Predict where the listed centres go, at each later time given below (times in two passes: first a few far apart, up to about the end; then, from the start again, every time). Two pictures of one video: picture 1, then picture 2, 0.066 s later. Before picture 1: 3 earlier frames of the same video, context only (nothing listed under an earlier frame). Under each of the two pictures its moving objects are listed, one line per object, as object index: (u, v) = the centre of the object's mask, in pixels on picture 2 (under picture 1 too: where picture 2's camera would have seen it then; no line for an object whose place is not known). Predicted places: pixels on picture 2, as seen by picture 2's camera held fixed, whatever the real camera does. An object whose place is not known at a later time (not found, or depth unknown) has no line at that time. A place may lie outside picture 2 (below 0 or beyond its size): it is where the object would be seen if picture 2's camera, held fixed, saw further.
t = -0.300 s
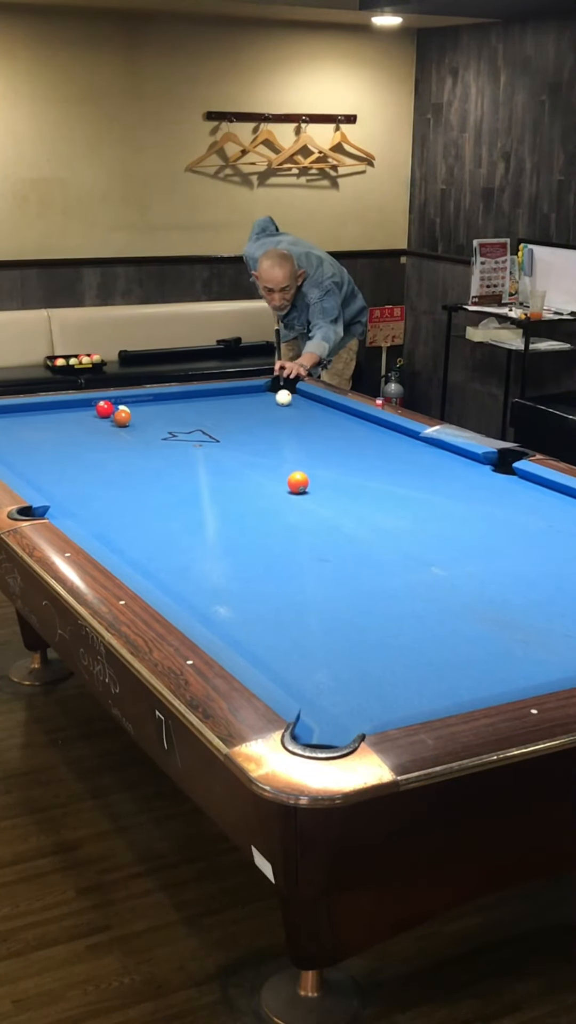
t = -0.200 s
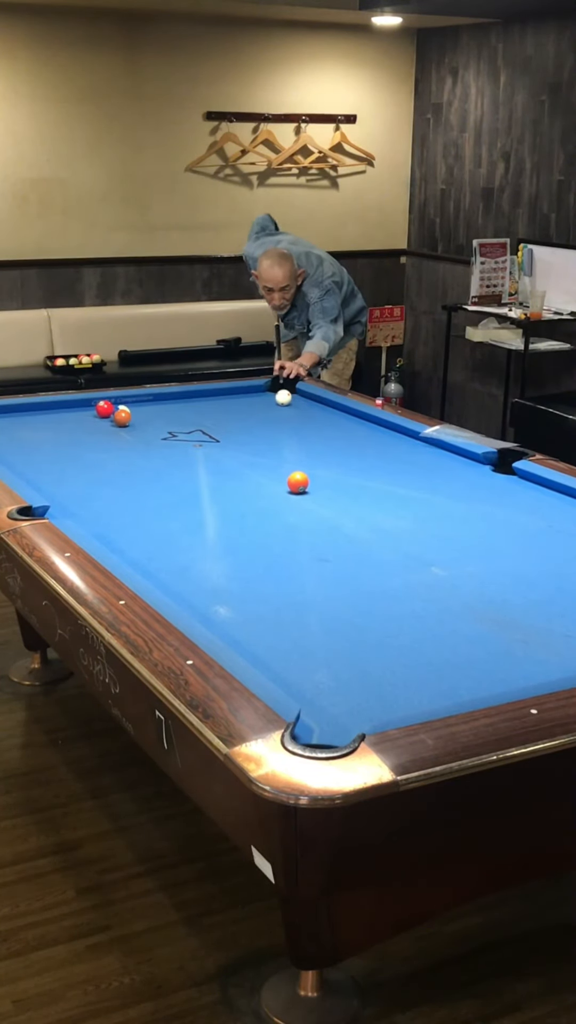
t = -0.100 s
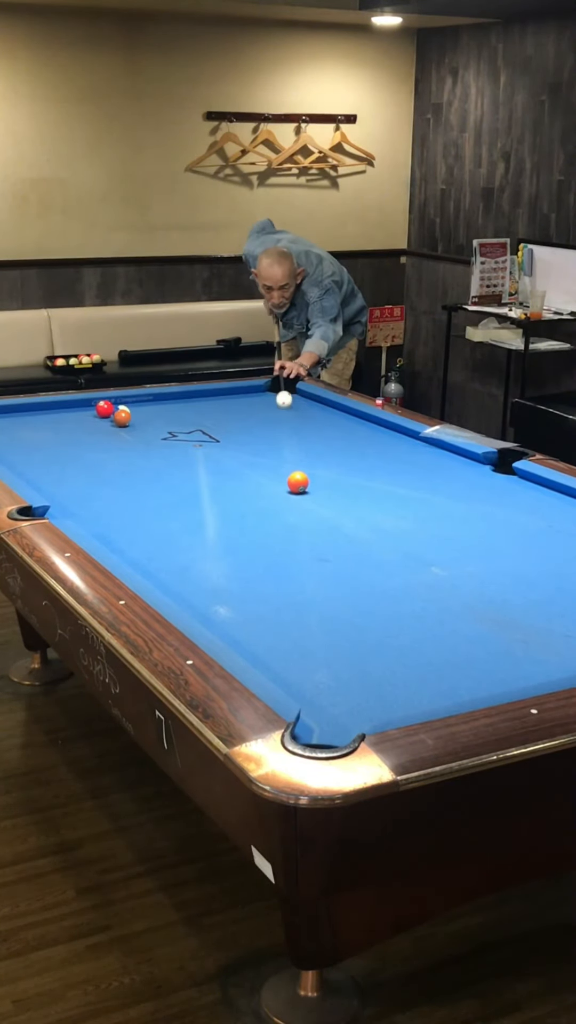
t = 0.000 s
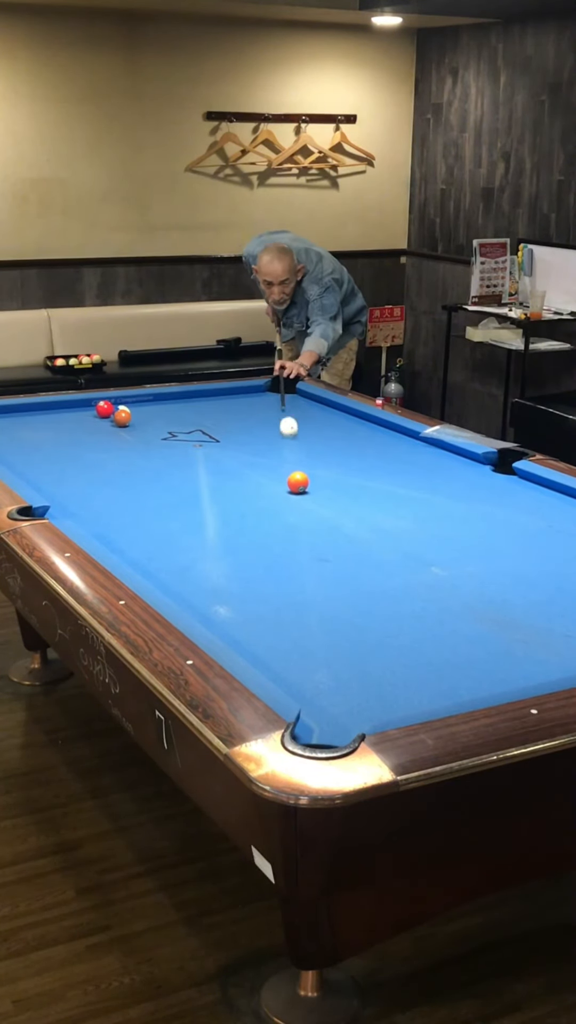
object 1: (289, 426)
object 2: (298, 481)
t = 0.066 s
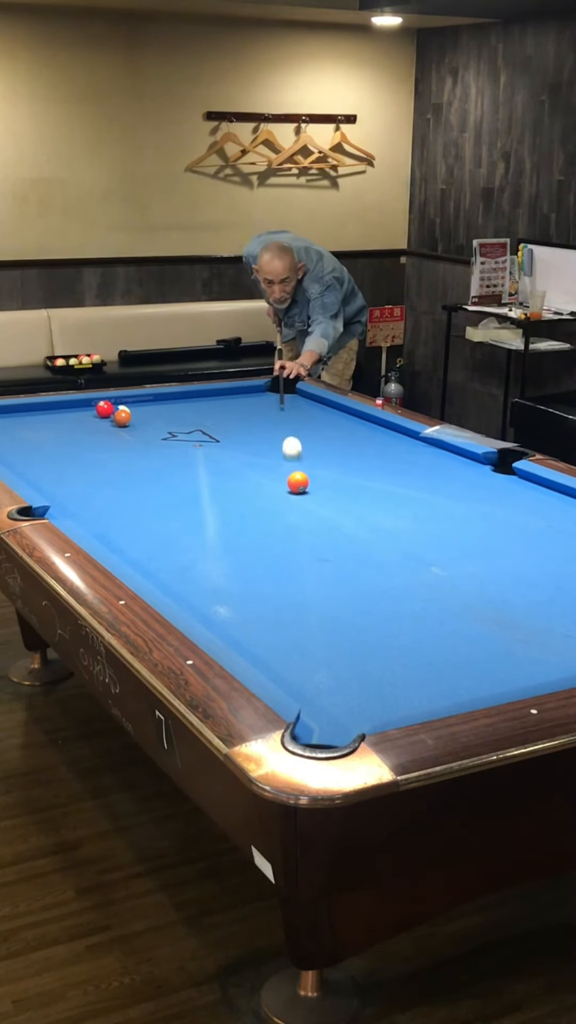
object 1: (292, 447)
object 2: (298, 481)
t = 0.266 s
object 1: (295, 478)
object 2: (307, 523)
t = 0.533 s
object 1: (291, 482)
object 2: (333, 639)
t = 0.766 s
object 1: (287, 484)
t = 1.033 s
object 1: (285, 487)
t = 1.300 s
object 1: (282, 489)
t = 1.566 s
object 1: (280, 490)
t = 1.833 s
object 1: (279, 491)
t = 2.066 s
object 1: (279, 491)
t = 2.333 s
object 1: (279, 491)
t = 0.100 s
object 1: (294, 458)
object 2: (298, 481)
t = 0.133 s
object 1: (295, 466)
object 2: (298, 481)
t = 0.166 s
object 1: (296, 473)
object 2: (299, 486)
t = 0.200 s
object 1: (296, 476)
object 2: (302, 497)
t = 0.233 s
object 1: (295, 477)
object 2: (304, 510)
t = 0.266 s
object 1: (295, 478)
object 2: (307, 523)
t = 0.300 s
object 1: (294, 478)
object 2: (310, 537)
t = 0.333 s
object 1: (294, 479)
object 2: (313, 550)
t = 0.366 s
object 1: (293, 479)
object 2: (316, 564)
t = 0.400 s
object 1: (293, 480)
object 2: (320, 578)
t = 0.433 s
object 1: (292, 480)
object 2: (323, 592)
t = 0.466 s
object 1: (292, 481)
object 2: (326, 607)
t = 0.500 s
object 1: (291, 481)
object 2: (330, 622)
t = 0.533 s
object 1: (291, 482)
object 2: (333, 639)
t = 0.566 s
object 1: (290, 482)
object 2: (337, 657)
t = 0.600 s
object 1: (290, 482)
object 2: (341, 676)
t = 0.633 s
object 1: (289, 483)
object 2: (346, 696)
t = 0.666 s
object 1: (289, 483)
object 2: (351, 718)
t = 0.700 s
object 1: (288, 484)
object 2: (338, 731)
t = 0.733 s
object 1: (288, 484)
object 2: (313, 741)
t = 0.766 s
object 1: (287, 484)
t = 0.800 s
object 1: (287, 485)
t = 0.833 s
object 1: (287, 485)
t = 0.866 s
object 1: (286, 485)
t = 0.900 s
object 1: (286, 486)
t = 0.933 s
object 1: (286, 486)
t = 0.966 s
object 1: (285, 486)
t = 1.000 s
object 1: (285, 487)
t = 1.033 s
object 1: (285, 487)
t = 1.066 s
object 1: (284, 487)
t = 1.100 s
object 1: (284, 487)
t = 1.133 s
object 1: (284, 488)
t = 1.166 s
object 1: (283, 488)
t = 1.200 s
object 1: (283, 488)
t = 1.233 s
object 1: (283, 488)
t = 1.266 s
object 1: (282, 489)
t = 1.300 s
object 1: (282, 489)
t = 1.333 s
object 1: (282, 489)
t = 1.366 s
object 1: (282, 489)
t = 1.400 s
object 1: (281, 489)
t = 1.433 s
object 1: (281, 490)
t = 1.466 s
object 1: (281, 490)
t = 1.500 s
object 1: (281, 490)
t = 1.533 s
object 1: (281, 490)
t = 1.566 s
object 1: (280, 490)
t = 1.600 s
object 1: (280, 490)
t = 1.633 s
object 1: (280, 490)
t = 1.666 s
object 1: (280, 490)
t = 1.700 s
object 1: (280, 491)
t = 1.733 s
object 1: (280, 491)
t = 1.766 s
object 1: (280, 491)
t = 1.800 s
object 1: (280, 491)
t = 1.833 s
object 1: (279, 491)
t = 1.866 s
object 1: (279, 491)
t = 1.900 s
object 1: (279, 491)
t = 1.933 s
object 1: (279, 491)
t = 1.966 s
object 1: (279, 491)
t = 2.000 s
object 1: (279, 491)
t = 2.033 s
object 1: (279, 491)
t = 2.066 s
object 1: (279, 491)
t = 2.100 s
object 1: (279, 491)
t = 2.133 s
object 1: (279, 492)
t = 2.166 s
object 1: (279, 492)
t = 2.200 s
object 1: (279, 492)
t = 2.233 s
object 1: (279, 492)
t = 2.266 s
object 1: (279, 492)
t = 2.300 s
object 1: (279, 492)
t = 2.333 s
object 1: (279, 491)
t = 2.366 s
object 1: (279, 491)
